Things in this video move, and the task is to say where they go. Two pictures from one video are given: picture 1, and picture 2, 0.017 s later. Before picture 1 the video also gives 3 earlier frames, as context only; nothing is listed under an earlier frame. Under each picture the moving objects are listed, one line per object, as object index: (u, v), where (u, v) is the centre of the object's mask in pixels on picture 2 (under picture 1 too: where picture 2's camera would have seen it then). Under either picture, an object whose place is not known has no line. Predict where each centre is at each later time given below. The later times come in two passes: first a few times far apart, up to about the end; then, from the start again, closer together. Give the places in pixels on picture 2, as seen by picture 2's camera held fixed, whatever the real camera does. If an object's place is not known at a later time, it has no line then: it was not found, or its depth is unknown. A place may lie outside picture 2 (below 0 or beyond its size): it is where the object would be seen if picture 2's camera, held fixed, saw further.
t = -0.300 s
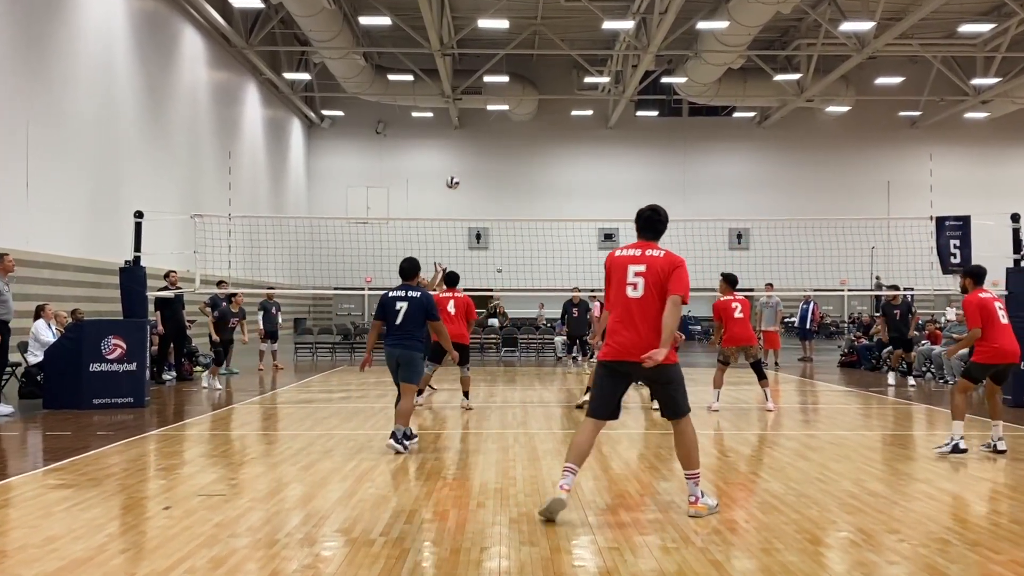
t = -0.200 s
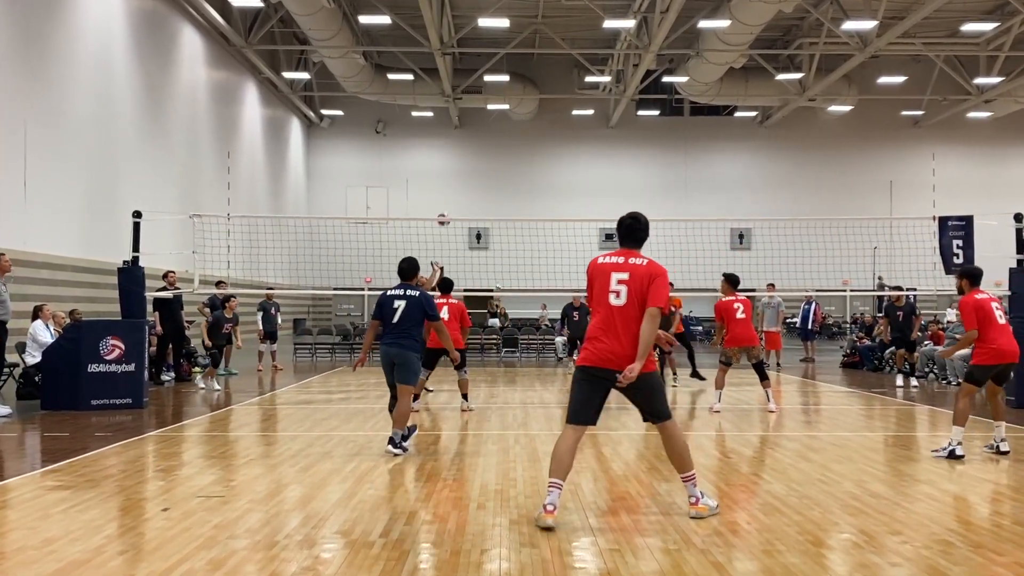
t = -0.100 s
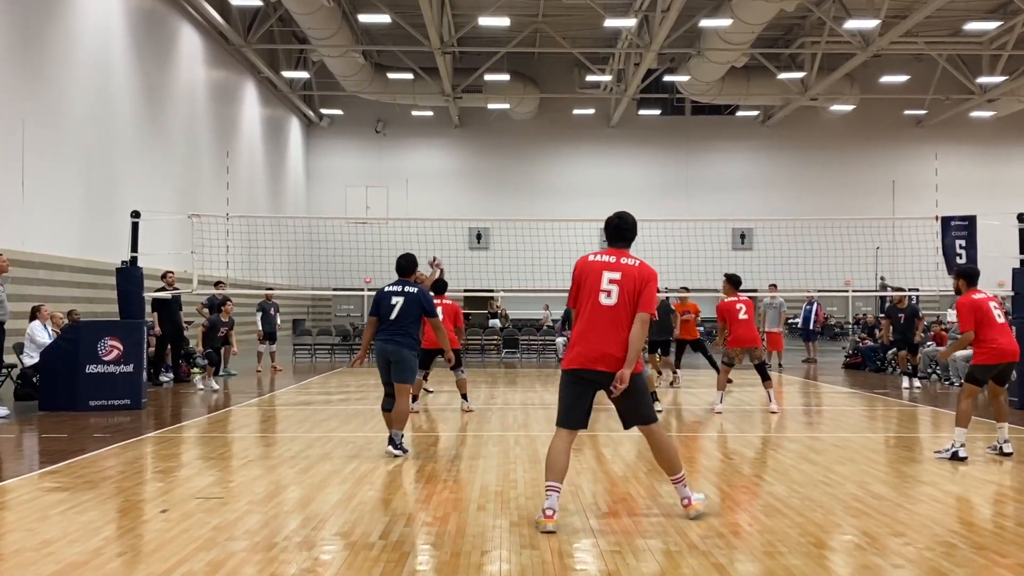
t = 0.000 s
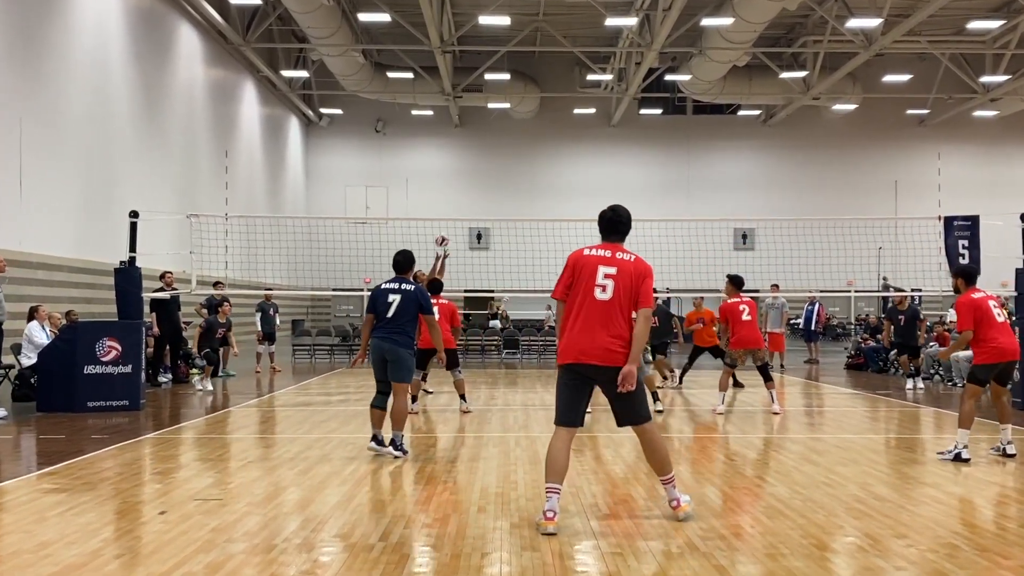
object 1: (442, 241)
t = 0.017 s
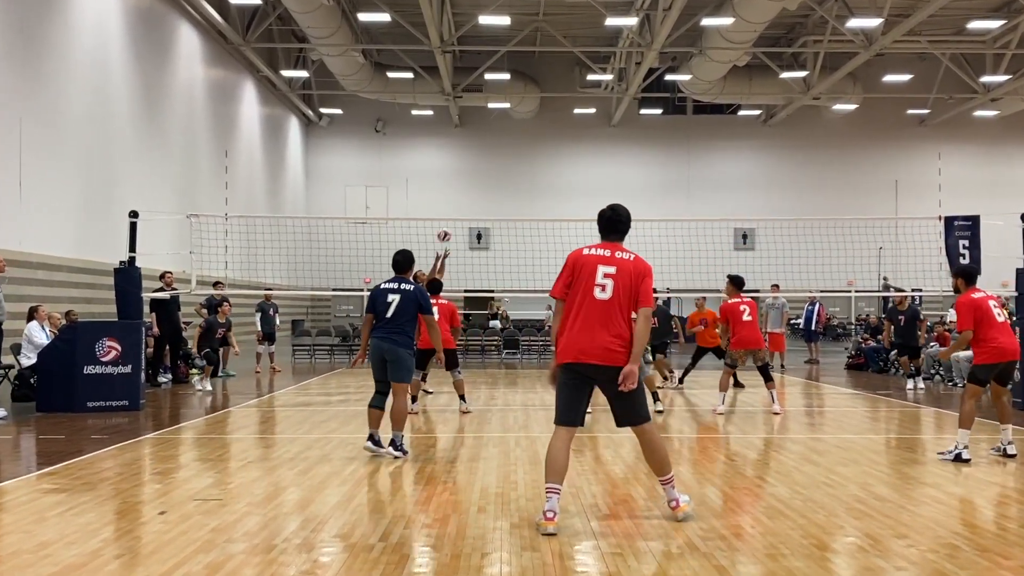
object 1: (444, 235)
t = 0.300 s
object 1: (478, 171)
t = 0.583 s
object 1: (513, 161)
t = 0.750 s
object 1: (535, 182)
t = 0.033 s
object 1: (446, 230)
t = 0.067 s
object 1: (450, 221)
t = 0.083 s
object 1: (452, 213)
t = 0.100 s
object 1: (454, 210)
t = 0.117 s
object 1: (456, 206)
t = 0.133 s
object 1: (458, 202)
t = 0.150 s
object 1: (459, 197)
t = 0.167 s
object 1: (462, 194)
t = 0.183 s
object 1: (463, 190)
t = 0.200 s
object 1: (466, 187)
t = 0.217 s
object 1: (468, 184)
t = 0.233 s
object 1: (470, 181)
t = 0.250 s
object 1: (472, 178)
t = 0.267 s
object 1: (474, 176)
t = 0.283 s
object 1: (476, 173)
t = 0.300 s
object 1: (478, 171)
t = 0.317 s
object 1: (480, 168)
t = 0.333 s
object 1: (482, 166)
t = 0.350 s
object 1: (484, 165)
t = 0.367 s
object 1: (486, 163)
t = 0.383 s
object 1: (488, 162)
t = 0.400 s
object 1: (490, 160)
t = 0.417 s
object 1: (492, 159)
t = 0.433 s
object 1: (495, 159)
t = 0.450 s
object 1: (496, 158)
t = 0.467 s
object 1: (499, 158)
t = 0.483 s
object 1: (501, 158)
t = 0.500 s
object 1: (503, 157)
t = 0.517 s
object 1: (505, 158)
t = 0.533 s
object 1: (507, 158)
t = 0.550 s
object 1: (509, 159)
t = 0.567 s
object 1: (511, 159)
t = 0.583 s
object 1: (513, 161)
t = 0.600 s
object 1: (516, 162)
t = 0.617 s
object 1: (518, 163)
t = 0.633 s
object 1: (520, 165)
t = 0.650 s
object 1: (522, 166)
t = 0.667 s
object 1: (524, 169)
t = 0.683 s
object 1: (526, 170)
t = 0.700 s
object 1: (528, 173)
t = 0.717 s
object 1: (530, 176)
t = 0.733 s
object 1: (532, 179)
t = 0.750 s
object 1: (535, 182)
